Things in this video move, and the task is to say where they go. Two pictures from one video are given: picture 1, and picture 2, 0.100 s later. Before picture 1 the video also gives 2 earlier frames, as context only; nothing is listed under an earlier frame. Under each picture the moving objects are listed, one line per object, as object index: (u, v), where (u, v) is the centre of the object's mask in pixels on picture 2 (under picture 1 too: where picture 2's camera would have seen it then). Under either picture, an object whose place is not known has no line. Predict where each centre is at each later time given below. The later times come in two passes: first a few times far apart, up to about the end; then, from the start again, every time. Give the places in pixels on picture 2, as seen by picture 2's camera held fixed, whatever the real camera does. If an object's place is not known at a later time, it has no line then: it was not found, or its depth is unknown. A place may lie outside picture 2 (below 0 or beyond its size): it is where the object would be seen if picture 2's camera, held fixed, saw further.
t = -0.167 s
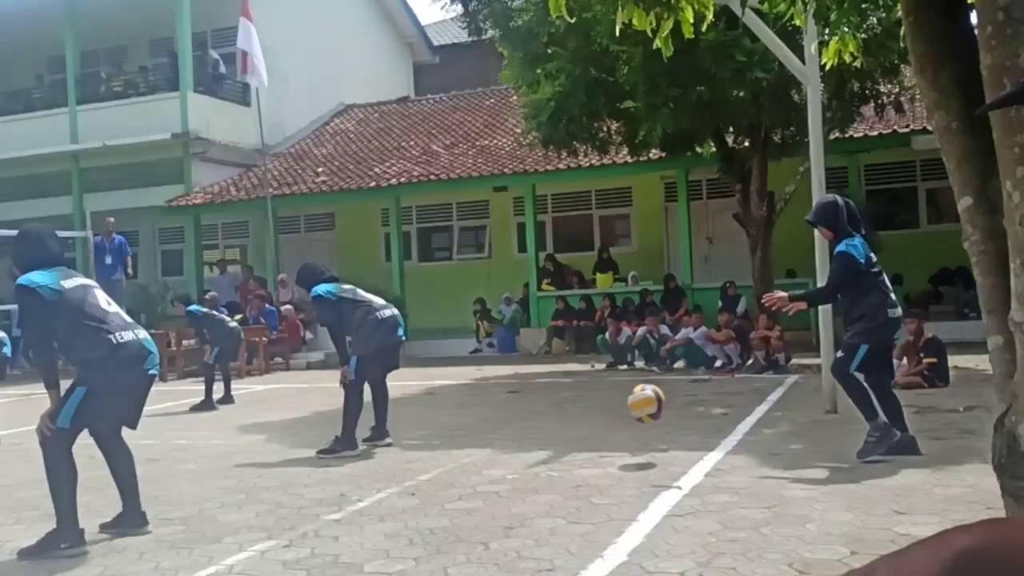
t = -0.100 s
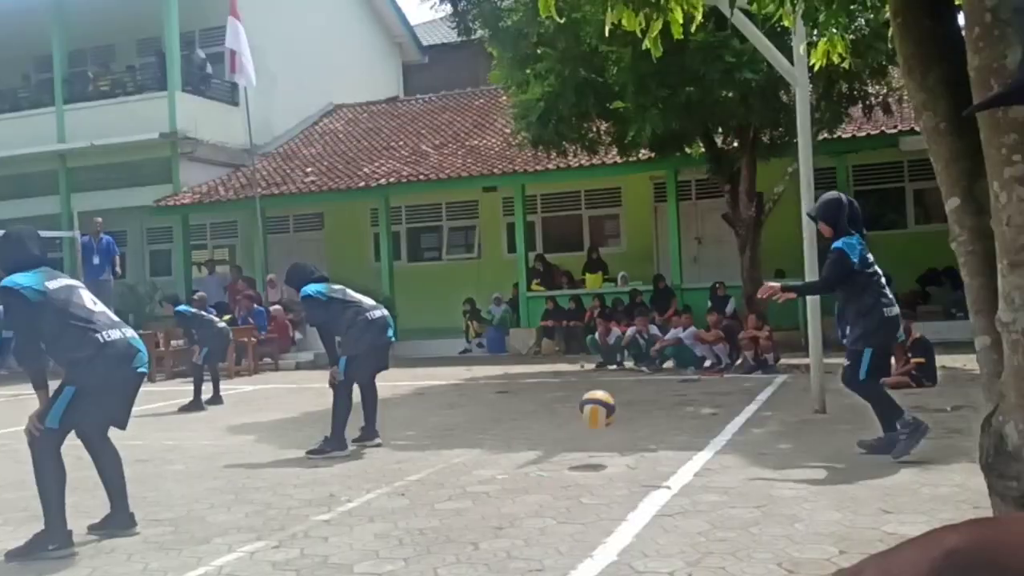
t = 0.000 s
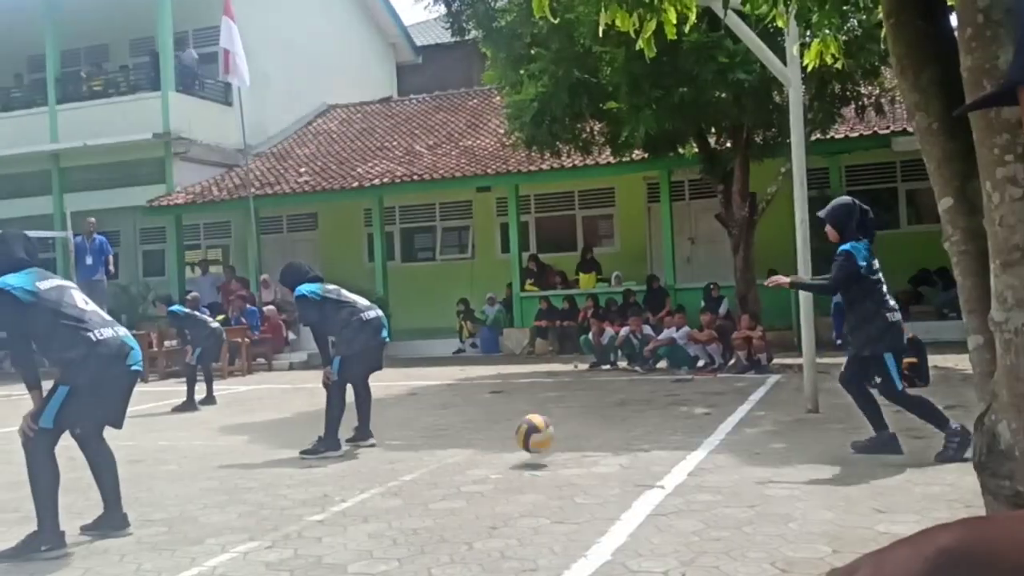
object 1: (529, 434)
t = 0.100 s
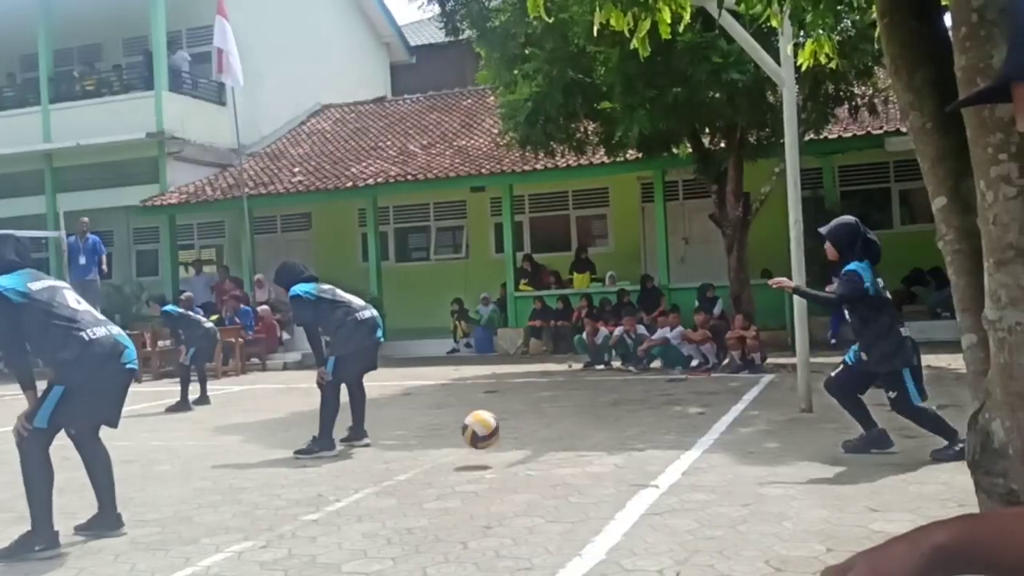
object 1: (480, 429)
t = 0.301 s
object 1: (393, 418)
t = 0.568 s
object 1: (279, 434)
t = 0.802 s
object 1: (181, 452)
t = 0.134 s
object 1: (466, 422)
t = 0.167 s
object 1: (452, 417)
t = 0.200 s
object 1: (437, 414)
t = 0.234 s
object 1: (422, 413)
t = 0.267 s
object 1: (407, 414)
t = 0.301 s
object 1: (393, 418)
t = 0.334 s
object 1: (379, 423)
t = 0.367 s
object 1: (365, 430)
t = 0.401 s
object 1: (351, 439)
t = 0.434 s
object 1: (337, 451)
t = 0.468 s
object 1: (323, 448)
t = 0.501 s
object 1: (309, 442)
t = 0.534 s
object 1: (293, 437)
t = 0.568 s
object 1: (279, 434)
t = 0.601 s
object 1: (265, 433)
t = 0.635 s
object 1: (250, 434)
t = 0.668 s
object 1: (236, 437)
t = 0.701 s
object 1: (223, 442)
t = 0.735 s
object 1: (209, 449)
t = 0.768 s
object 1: (195, 458)
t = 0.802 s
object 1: (181, 452)
